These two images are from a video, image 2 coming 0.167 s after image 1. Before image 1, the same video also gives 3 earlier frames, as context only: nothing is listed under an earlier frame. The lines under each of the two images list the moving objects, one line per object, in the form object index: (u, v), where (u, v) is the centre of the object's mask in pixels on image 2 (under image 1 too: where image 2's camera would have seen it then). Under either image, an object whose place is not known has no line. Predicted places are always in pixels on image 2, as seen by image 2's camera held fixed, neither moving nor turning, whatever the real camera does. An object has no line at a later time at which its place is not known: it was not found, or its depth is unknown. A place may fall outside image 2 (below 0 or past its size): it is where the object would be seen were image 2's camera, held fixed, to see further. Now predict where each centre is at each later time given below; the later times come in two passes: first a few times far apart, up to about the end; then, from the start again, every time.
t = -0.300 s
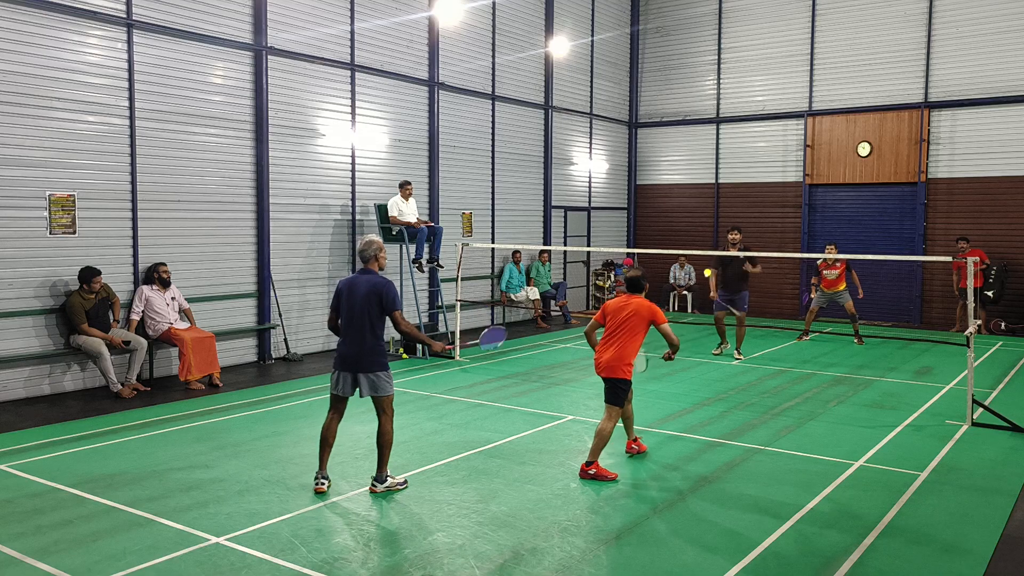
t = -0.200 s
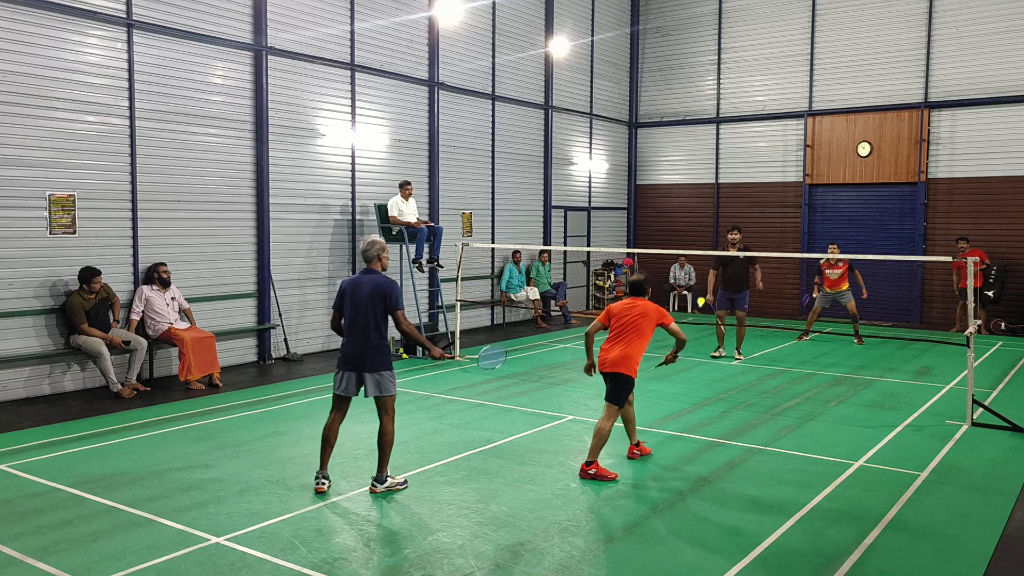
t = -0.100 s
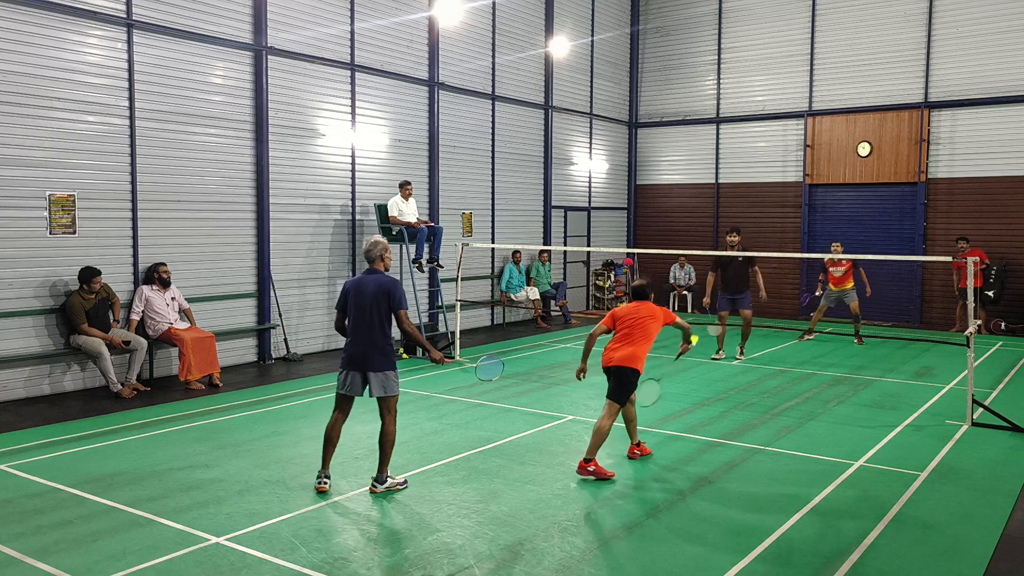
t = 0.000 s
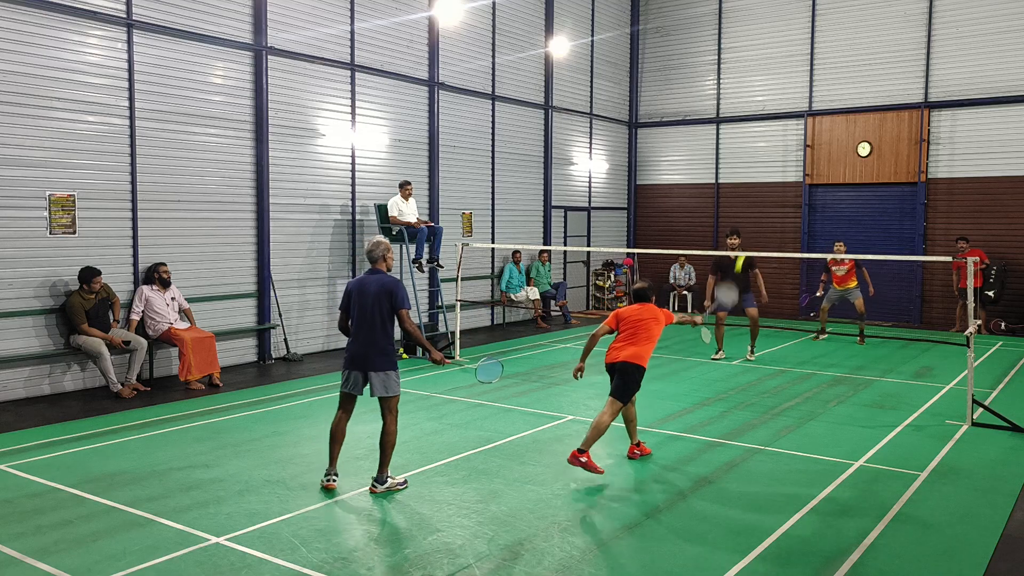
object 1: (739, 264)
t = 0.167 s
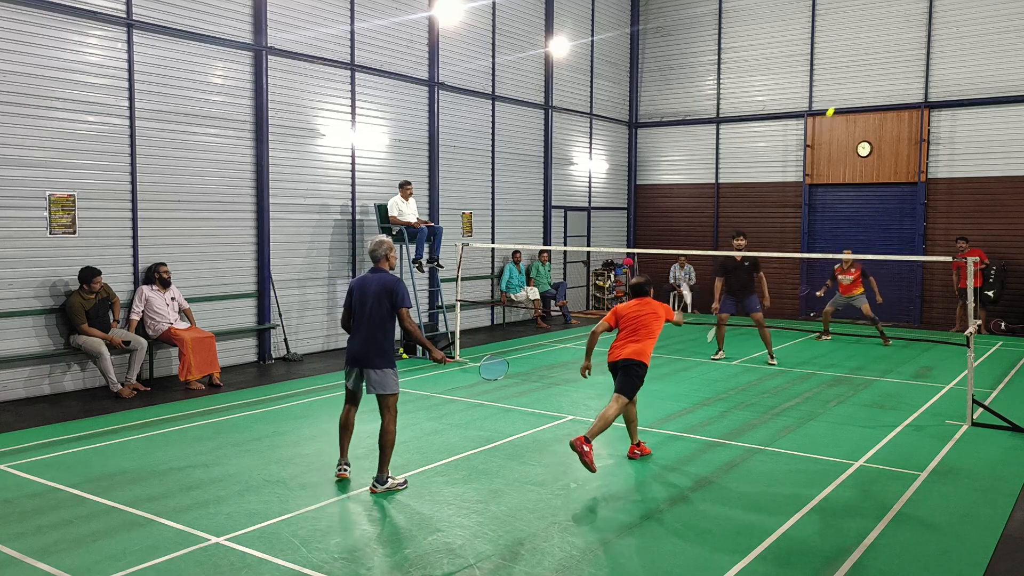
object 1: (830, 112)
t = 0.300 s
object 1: (867, 62)
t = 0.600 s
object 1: (915, 36)
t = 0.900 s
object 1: (944, 75)
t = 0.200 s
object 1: (841, 95)
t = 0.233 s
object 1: (851, 82)
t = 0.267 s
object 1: (859, 72)
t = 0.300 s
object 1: (867, 62)
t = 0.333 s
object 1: (874, 55)
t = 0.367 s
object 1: (880, 49)
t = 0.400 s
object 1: (886, 44)
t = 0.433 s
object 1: (892, 40)
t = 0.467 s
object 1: (897, 38)
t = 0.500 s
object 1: (902, 36)
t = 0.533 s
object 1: (907, 35)
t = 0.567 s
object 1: (910, 35)
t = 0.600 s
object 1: (915, 36)
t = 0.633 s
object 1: (918, 38)
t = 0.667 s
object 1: (922, 40)
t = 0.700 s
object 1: (926, 43)
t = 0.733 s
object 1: (929, 47)
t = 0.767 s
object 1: (932, 51)
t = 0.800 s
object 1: (935, 57)
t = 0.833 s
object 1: (938, 62)
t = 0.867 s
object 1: (941, 68)
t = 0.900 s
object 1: (944, 75)
